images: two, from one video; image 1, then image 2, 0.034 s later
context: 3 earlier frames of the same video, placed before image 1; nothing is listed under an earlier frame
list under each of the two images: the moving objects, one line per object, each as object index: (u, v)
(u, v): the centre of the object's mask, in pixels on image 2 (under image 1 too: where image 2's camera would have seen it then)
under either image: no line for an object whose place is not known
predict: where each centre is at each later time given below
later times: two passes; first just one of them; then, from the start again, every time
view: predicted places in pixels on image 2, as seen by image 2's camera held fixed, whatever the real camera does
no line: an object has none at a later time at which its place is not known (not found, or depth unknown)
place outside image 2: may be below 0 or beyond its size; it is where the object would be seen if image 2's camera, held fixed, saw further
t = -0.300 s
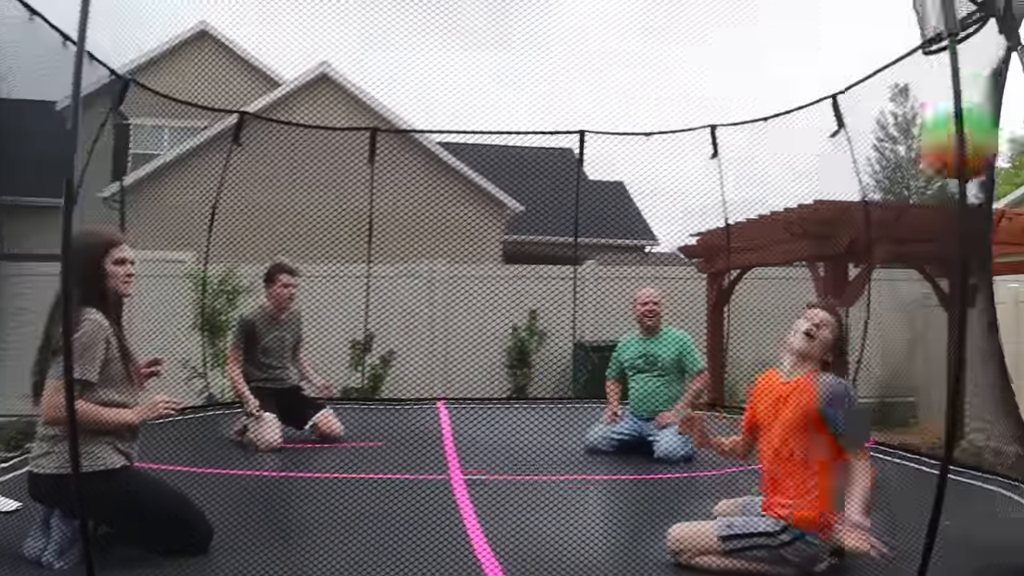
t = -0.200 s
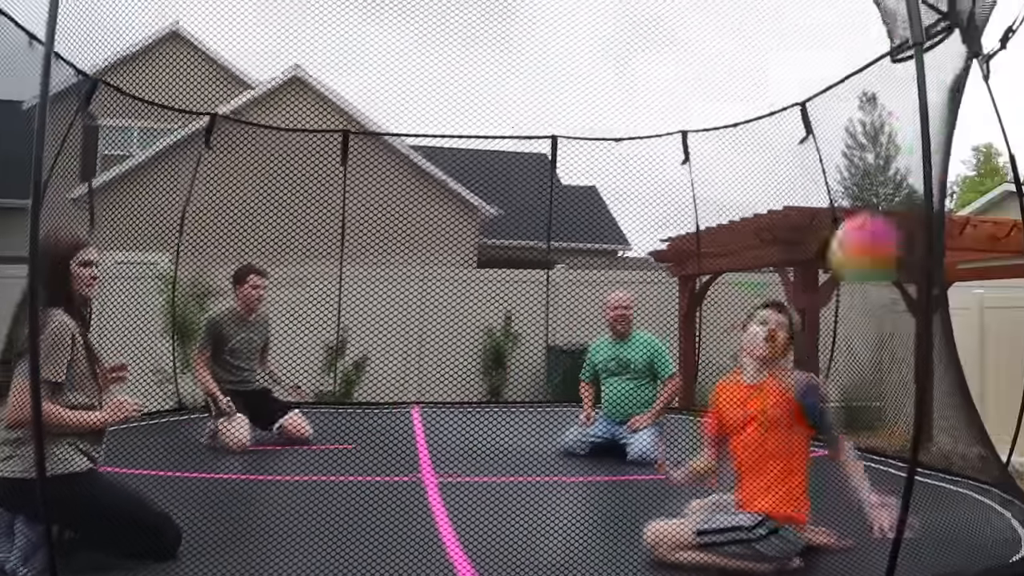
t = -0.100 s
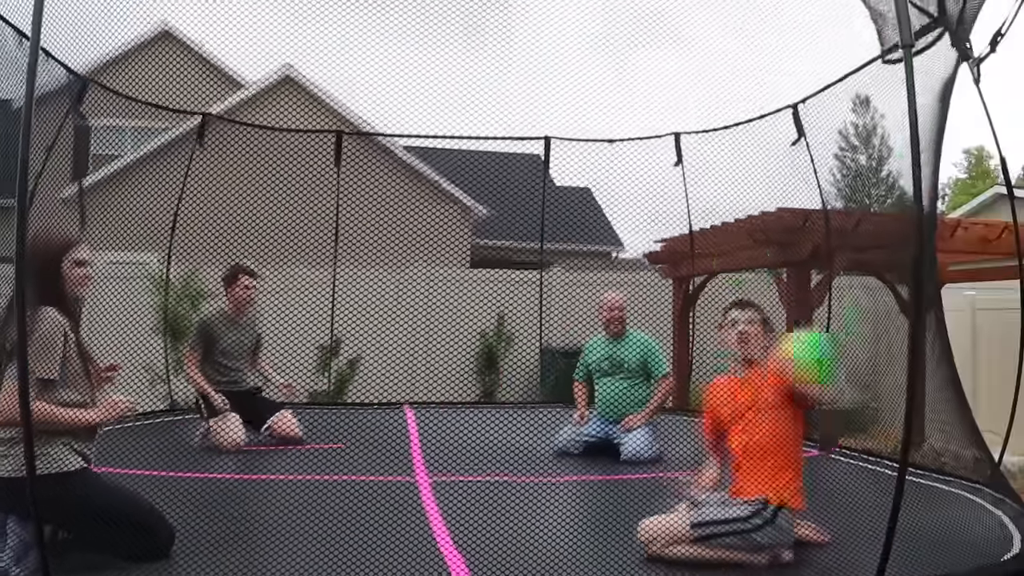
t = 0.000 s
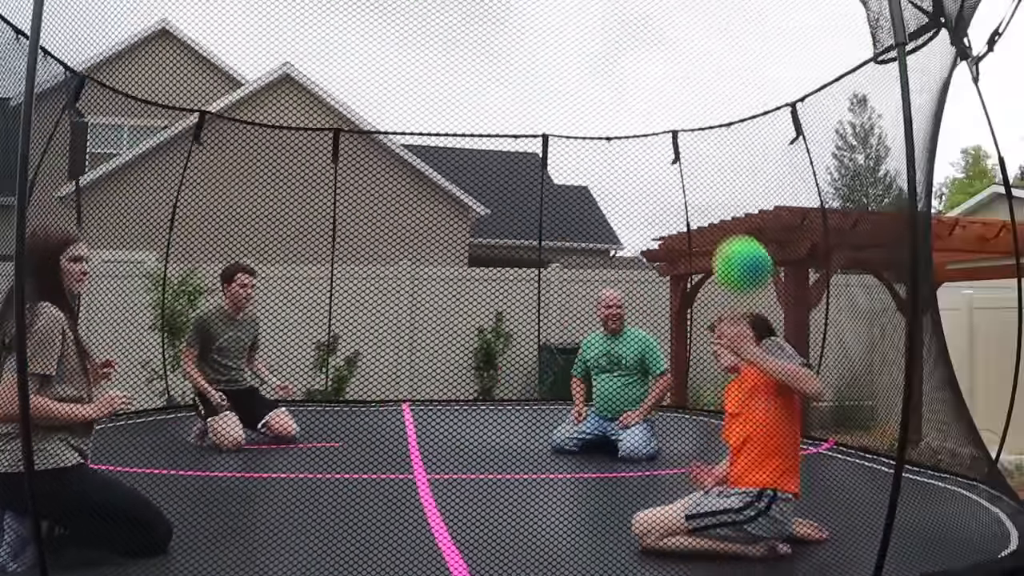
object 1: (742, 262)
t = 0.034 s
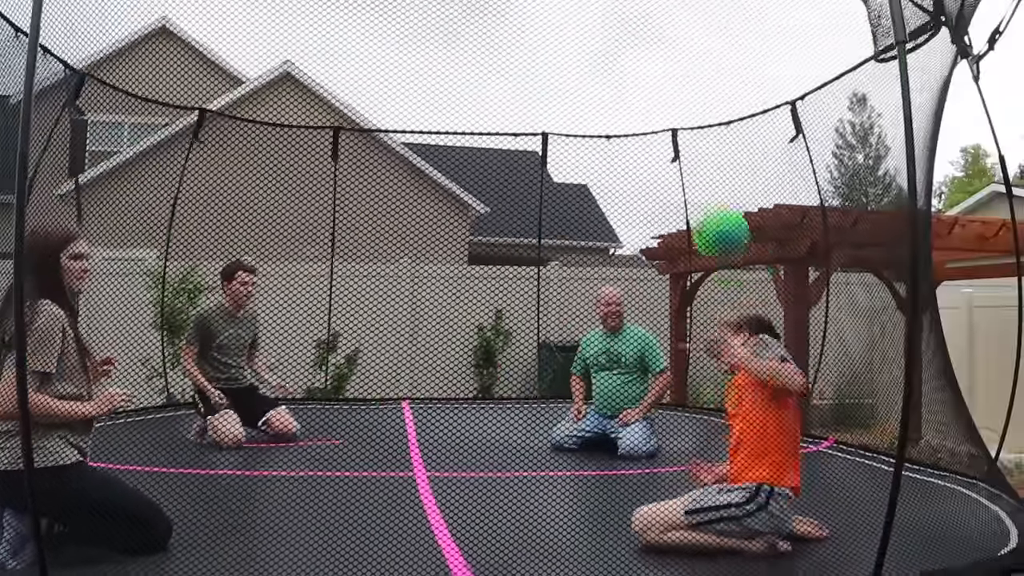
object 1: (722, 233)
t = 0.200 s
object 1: (636, 141)
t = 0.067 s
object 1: (700, 206)
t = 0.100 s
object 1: (681, 182)
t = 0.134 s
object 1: (665, 164)
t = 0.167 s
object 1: (651, 151)
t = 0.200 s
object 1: (636, 141)
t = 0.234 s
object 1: (621, 133)
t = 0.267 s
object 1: (609, 129)
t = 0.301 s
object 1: (597, 128)
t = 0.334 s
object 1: (585, 129)
